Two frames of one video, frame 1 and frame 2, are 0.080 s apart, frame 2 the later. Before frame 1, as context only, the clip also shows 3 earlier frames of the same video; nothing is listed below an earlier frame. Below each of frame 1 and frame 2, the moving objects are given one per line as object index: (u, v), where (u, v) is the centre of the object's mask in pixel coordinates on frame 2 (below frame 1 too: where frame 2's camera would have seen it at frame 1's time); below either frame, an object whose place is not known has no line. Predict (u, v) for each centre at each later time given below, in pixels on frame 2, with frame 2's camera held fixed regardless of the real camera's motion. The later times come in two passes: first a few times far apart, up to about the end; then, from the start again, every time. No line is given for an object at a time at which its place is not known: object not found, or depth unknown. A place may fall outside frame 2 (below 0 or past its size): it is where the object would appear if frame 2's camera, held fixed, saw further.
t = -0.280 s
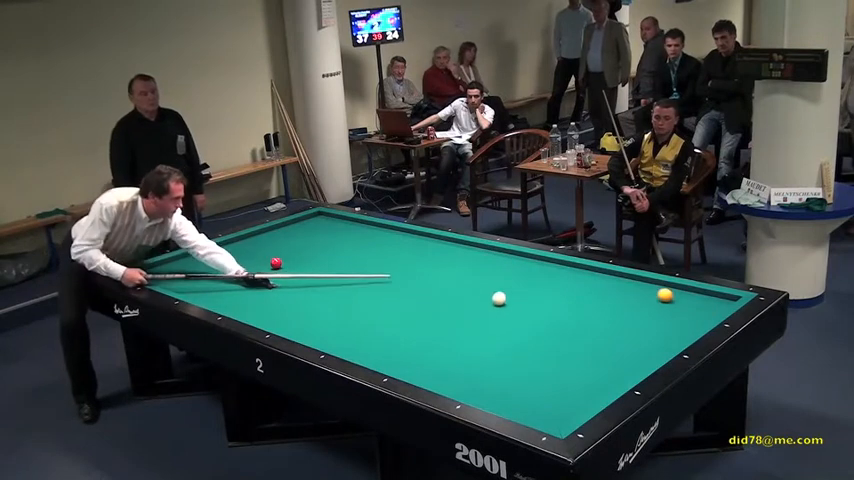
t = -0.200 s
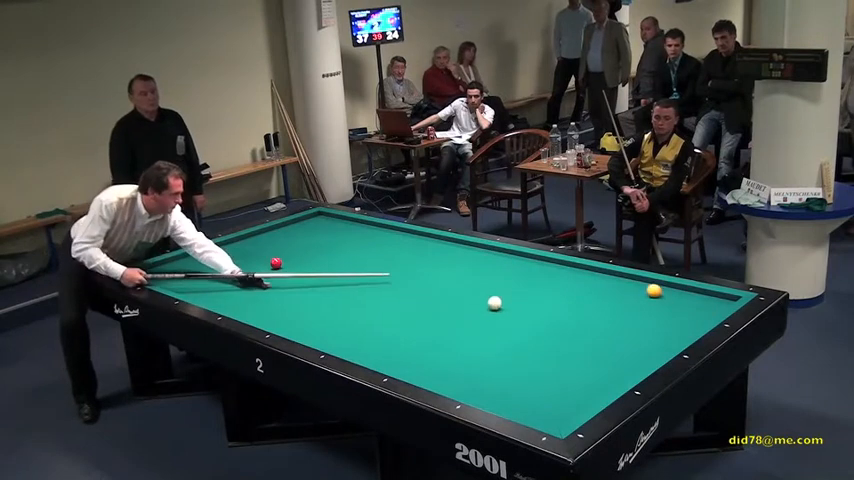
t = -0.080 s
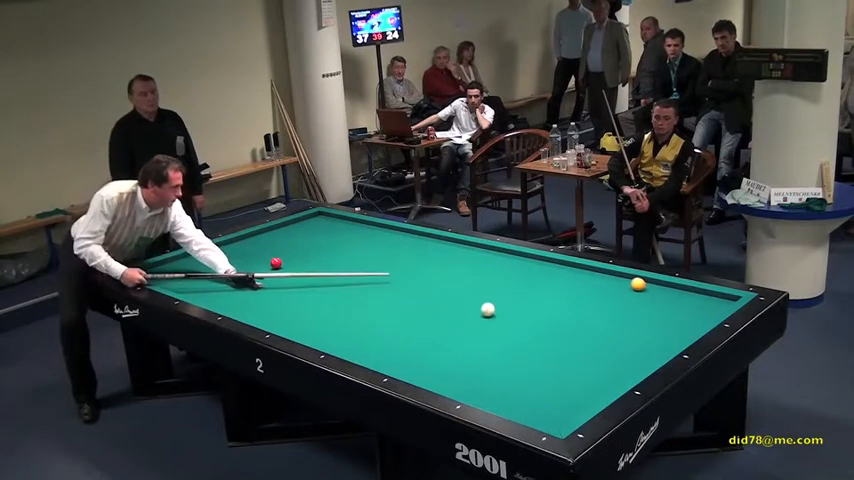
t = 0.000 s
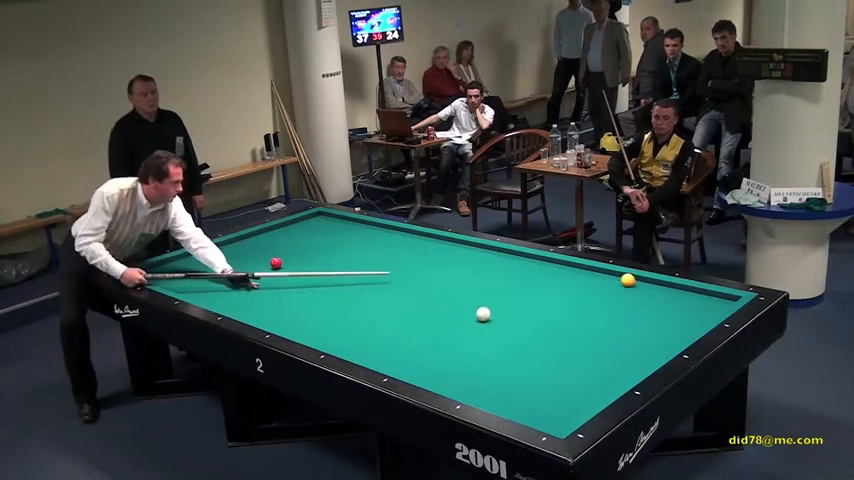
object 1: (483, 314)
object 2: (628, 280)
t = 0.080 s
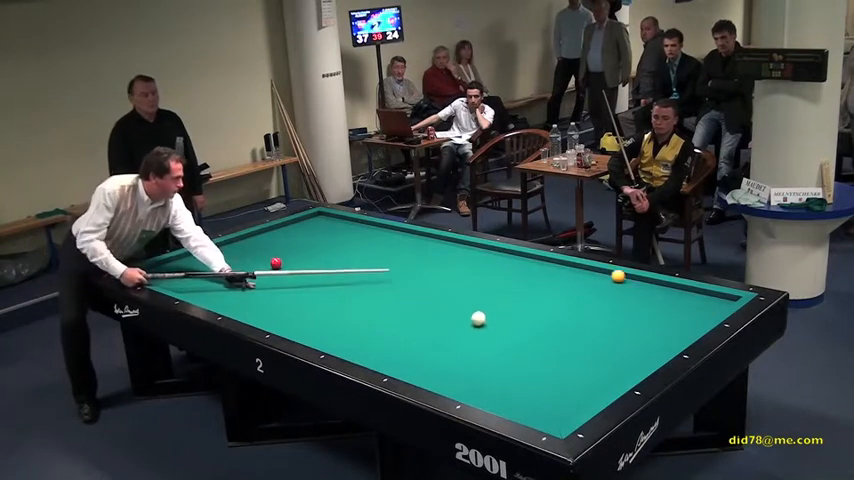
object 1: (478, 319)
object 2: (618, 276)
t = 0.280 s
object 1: (466, 331)
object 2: (591, 270)
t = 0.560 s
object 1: (448, 348)
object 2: (552, 265)
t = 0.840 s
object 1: (428, 367)
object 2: (516, 261)
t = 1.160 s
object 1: (432, 371)
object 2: (478, 256)
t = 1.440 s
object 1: (453, 364)
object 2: (447, 252)
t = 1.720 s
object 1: (472, 357)
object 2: (417, 249)
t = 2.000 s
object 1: (490, 351)
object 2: (390, 246)
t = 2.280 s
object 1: (507, 345)
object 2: (364, 242)
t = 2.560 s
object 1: (523, 339)
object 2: (340, 239)
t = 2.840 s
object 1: (538, 334)
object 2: (317, 237)
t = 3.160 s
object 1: (554, 328)
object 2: (292, 234)
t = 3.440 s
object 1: (567, 323)
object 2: (271, 231)
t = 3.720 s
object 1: (578, 319)
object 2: (265, 232)
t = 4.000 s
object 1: (589, 315)
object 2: (269, 235)
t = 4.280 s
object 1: (599, 311)
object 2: (274, 239)
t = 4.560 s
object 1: (609, 308)
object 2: (278, 242)
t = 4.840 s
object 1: (617, 304)
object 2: (282, 246)
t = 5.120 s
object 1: (625, 301)
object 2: (287, 249)
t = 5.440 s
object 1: (633, 298)
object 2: (291, 253)
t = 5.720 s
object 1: (640, 296)
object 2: (295, 256)
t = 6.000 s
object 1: (645, 294)
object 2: (299, 259)
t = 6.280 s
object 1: (650, 292)
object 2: (303, 262)
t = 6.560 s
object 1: (655, 290)
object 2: (306, 265)
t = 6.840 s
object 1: (658, 288)
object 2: (310, 267)
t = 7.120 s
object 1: (661, 287)
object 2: (313, 270)
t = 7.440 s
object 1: (665, 285)
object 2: (317, 273)
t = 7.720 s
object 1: (666, 285)
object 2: (320, 275)
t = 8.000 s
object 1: (666, 285)
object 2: (324, 277)
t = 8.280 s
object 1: (666, 285)
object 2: (327, 279)
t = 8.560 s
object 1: (666, 285)
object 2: (329, 281)
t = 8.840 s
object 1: (665, 285)
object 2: (332, 282)
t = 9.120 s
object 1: (666, 285)
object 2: (335, 284)
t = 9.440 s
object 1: (666, 285)
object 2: (337, 285)
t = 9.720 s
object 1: (666, 285)
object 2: (339, 286)
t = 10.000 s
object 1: (666, 285)
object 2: (341, 287)
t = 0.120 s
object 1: (476, 321)
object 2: (613, 274)
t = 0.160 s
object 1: (473, 324)
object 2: (608, 272)
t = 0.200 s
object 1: (471, 326)
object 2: (602, 271)
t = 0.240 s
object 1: (468, 328)
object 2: (597, 271)
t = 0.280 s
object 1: (466, 331)
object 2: (591, 270)
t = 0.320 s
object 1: (463, 333)
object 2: (586, 269)
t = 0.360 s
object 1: (461, 336)
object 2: (580, 269)
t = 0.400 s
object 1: (458, 338)
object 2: (574, 268)
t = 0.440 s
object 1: (455, 341)
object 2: (569, 267)
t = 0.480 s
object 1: (453, 343)
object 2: (563, 267)
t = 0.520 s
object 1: (450, 346)
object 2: (558, 266)
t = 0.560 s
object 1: (448, 348)
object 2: (552, 265)
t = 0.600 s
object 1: (445, 351)
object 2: (547, 265)
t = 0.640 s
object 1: (442, 353)
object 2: (542, 264)
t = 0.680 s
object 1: (439, 356)
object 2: (537, 263)
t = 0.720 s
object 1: (436, 359)
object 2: (532, 263)
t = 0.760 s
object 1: (434, 361)
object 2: (527, 262)
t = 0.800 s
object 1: (431, 364)
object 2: (522, 261)
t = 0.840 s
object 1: (428, 367)
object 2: (516, 261)
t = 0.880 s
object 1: (425, 370)
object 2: (511, 260)
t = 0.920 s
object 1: (423, 372)
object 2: (506, 260)
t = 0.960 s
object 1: (420, 373)
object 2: (502, 259)
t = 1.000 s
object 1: (420, 374)
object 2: (497, 258)
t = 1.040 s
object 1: (424, 373)
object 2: (492, 258)
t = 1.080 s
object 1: (427, 373)
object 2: (487, 257)
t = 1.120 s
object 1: (429, 372)
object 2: (483, 257)
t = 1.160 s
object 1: (432, 371)
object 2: (478, 256)
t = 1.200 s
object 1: (435, 371)
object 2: (474, 256)
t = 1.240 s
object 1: (438, 370)
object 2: (469, 255)
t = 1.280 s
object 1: (441, 368)
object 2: (465, 255)
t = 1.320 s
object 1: (444, 368)
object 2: (460, 254)
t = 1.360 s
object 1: (447, 366)
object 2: (456, 254)
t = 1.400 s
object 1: (450, 365)
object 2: (451, 253)
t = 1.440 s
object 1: (453, 364)
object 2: (447, 252)
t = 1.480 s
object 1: (456, 363)
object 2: (442, 252)
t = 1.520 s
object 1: (459, 362)
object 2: (438, 251)
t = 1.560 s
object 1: (462, 361)
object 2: (434, 251)
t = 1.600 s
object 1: (464, 360)
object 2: (430, 250)
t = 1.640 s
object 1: (467, 359)
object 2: (426, 250)
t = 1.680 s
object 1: (469, 358)
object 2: (422, 249)
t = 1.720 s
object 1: (472, 357)
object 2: (417, 249)
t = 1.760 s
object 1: (475, 356)
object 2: (414, 248)
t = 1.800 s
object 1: (478, 355)
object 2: (410, 248)
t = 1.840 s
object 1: (480, 354)
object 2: (406, 247)
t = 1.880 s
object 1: (483, 354)
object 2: (402, 247)
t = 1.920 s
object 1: (485, 353)
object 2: (398, 247)
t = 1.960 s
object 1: (488, 352)
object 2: (394, 246)
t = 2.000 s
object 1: (490, 351)
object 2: (390, 246)
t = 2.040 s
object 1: (493, 350)
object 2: (386, 245)
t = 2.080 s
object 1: (495, 349)
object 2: (382, 245)
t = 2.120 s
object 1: (497, 348)
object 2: (379, 244)
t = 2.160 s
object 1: (500, 347)
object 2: (375, 243)
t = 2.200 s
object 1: (503, 347)
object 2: (372, 243)
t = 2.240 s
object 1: (505, 346)
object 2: (368, 243)
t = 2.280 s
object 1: (507, 345)
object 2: (364, 242)
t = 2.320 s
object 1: (510, 344)
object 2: (360, 242)
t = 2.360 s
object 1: (512, 343)
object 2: (357, 241)
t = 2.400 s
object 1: (514, 343)
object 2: (354, 241)
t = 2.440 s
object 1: (516, 342)
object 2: (350, 241)
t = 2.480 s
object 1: (519, 341)
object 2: (346, 240)
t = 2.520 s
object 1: (521, 340)
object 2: (343, 240)
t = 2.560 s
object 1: (523, 339)
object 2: (340, 239)
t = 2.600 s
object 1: (526, 338)
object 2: (336, 239)
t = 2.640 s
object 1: (528, 338)
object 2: (333, 238)
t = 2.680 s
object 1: (530, 337)
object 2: (330, 238)
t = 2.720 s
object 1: (532, 336)
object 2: (326, 238)
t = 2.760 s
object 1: (534, 335)
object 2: (323, 238)
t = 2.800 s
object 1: (536, 335)
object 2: (320, 237)
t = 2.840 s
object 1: (538, 334)
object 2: (317, 237)
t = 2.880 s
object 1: (540, 333)
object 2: (313, 236)
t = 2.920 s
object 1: (542, 332)
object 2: (310, 236)
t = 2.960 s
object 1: (544, 332)
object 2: (307, 235)
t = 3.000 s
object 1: (546, 331)
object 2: (304, 235)
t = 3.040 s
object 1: (548, 330)
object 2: (301, 235)
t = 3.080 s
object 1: (550, 330)
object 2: (298, 234)
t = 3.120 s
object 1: (552, 329)
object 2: (295, 234)
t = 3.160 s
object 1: (554, 328)
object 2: (292, 234)
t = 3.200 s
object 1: (556, 328)
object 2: (289, 233)
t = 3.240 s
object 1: (557, 327)
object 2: (286, 233)
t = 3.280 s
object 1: (559, 326)
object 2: (283, 233)
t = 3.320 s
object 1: (561, 325)
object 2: (280, 232)
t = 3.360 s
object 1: (563, 325)
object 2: (277, 232)
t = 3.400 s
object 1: (565, 324)
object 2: (274, 231)
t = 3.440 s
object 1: (567, 323)
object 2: (271, 231)
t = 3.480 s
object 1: (568, 323)
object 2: (268, 231)
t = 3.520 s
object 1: (570, 322)
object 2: (266, 230)
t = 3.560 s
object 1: (572, 321)
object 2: (263, 230)
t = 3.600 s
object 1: (573, 321)
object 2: (263, 230)
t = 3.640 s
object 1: (575, 320)
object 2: (264, 231)
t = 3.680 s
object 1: (577, 320)
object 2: (264, 231)
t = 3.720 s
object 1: (578, 319)
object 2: (265, 232)
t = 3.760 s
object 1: (580, 318)
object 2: (266, 232)
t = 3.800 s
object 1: (582, 318)
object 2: (266, 233)
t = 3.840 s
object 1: (583, 317)
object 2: (267, 233)
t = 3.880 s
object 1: (585, 317)
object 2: (267, 234)
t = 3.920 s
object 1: (586, 316)
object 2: (268, 234)
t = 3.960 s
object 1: (587, 315)
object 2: (269, 235)
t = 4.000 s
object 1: (589, 315)
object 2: (269, 235)
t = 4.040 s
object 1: (591, 314)
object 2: (270, 236)
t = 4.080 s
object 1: (592, 314)
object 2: (271, 236)
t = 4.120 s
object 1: (594, 313)
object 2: (271, 237)
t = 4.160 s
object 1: (595, 313)
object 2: (272, 237)
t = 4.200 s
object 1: (597, 312)
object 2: (272, 238)
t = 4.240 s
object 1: (598, 312)
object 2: (273, 238)
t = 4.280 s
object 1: (599, 311)
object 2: (274, 239)
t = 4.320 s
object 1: (601, 311)
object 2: (274, 239)
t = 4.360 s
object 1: (602, 310)
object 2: (275, 240)
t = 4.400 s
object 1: (604, 310)
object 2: (276, 240)
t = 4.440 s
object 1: (605, 309)
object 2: (276, 241)
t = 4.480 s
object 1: (606, 309)
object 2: (277, 241)
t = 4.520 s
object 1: (608, 308)
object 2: (277, 242)
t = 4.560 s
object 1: (609, 308)
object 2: (278, 242)
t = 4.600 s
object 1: (610, 307)
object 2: (279, 243)
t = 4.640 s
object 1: (611, 307)
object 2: (279, 243)
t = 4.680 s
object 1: (613, 306)
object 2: (280, 244)
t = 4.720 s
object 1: (614, 306)
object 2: (280, 244)
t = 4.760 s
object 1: (615, 305)
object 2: (281, 245)
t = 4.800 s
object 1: (616, 305)
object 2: (281, 245)
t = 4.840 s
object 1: (617, 304)
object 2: (282, 246)
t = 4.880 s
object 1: (618, 304)
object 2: (283, 246)
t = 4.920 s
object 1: (620, 304)
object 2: (283, 247)
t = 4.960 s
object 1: (621, 303)
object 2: (284, 247)
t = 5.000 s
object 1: (622, 303)
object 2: (285, 248)
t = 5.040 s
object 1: (623, 302)
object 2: (285, 248)
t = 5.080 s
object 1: (624, 302)
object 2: (286, 248)
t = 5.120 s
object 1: (625, 301)
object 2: (287, 249)
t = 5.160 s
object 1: (626, 301)
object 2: (287, 249)
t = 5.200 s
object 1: (627, 301)
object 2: (288, 250)
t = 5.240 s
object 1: (628, 300)
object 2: (288, 250)
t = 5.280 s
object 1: (629, 300)
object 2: (289, 251)
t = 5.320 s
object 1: (630, 300)
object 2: (289, 251)
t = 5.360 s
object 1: (631, 299)
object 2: (290, 252)
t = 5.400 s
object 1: (632, 299)
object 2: (291, 252)
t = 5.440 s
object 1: (633, 298)
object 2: (291, 253)
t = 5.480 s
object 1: (634, 298)
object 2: (292, 253)
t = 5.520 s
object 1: (635, 298)
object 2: (292, 254)
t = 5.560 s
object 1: (636, 297)
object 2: (293, 254)
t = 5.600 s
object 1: (637, 297)
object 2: (293, 254)
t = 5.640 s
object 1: (638, 297)
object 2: (294, 255)
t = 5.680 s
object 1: (639, 296)
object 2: (294, 255)
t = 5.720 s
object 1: (640, 296)
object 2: (295, 256)
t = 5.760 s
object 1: (641, 296)
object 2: (296, 256)
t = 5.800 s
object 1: (642, 295)
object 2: (296, 257)
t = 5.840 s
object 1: (642, 295)
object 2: (297, 257)
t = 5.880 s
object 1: (643, 295)
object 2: (297, 258)
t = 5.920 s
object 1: (644, 294)
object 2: (298, 258)
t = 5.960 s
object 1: (645, 294)
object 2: (298, 258)
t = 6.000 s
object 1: (645, 294)
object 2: (299, 259)
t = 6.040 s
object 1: (646, 293)
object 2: (299, 259)
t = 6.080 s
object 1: (647, 293)
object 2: (300, 260)
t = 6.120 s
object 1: (648, 293)
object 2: (301, 260)
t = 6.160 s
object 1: (648, 292)
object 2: (301, 261)
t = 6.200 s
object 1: (649, 292)
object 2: (301, 261)
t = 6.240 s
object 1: (650, 292)
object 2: (302, 261)
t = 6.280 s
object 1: (650, 292)
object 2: (303, 262)
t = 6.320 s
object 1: (651, 291)
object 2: (303, 262)
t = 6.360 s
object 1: (652, 291)
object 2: (304, 263)
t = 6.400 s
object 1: (652, 291)
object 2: (304, 263)
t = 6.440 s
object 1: (653, 291)
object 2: (305, 263)
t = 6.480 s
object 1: (654, 290)
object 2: (305, 264)
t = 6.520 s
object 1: (654, 290)
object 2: (306, 264)
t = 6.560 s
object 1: (655, 290)
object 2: (306, 265)
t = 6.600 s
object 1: (655, 290)
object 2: (307, 265)
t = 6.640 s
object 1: (656, 289)
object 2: (307, 266)
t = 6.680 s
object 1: (656, 289)
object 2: (308, 266)
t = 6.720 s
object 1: (657, 289)
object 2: (308, 266)
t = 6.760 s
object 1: (657, 289)
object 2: (309, 267)
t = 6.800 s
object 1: (658, 288)
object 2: (309, 267)
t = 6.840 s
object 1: (658, 288)
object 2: (310, 267)
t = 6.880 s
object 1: (659, 288)
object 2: (310, 268)
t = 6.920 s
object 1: (660, 288)
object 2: (311, 268)
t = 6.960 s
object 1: (660, 287)
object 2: (311, 268)
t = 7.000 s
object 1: (660, 287)
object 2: (312, 269)
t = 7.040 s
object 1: (661, 287)
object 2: (312, 269)
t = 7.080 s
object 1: (661, 287)
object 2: (313, 270)
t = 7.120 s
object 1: (661, 287)
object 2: (313, 270)
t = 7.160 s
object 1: (662, 287)
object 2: (314, 270)
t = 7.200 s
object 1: (662, 286)
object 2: (314, 271)
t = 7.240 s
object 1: (663, 286)
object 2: (314, 271)
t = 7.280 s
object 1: (663, 286)
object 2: (315, 271)
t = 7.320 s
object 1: (663, 286)
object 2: (316, 272)
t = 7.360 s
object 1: (664, 286)
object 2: (316, 272)
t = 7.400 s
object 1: (664, 286)
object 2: (317, 273)
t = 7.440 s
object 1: (665, 285)
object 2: (317, 273)
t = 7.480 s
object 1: (665, 285)
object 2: (317, 273)
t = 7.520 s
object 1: (665, 285)
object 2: (318, 273)
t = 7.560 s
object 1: (665, 285)
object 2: (318, 274)
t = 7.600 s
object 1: (666, 285)
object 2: (319, 274)
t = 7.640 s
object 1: (666, 285)
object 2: (320, 274)
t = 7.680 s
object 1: (666, 285)
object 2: (320, 275)
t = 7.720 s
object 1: (666, 285)
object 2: (320, 275)
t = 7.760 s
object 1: (667, 285)
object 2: (321, 276)
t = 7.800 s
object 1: (667, 285)
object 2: (321, 276)
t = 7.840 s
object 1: (667, 285)
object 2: (322, 276)
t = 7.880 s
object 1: (667, 285)
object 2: (322, 276)
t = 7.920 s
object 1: (667, 284)
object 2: (323, 277)
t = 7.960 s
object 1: (667, 285)
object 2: (323, 277)
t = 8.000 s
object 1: (666, 285)
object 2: (324, 277)
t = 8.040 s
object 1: (667, 284)
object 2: (324, 278)
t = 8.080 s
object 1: (666, 285)
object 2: (324, 278)
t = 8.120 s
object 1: (666, 285)
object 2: (325, 278)
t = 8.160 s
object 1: (666, 285)
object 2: (326, 278)
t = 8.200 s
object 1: (666, 285)
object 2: (326, 279)
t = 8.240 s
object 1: (666, 285)
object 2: (326, 279)
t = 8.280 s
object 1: (666, 285)
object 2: (327, 279)
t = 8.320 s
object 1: (666, 285)
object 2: (327, 279)
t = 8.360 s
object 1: (666, 285)
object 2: (327, 280)
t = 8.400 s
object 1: (666, 285)
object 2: (328, 280)
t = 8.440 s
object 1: (666, 285)
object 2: (328, 280)
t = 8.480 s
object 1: (666, 285)
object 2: (329, 280)
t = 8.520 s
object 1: (666, 285)
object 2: (329, 280)
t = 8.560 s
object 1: (666, 285)
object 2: (329, 281)
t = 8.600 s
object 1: (666, 285)
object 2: (330, 281)
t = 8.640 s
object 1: (666, 285)
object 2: (330, 281)
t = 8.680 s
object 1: (666, 285)
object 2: (331, 281)
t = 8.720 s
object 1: (665, 285)
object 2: (331, 282)
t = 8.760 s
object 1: (665, 285)
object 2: (331, 282)
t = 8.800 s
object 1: (665, 285)
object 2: (331, 282)
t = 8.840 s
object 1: (665, 285)
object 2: (332, 282)
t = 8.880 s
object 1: (665, 285)
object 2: (332, 283)
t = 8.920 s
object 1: (665, 285)
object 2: (333, 283)
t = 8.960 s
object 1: (665, 285)
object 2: (333, 283)
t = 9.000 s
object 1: (666, 285)
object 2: (333, 283)
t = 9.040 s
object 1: (666, 285)
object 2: (334, 283)
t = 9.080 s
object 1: (666, 285)
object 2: (334, 284)
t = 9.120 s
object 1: (666, 285)
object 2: (335, 284)
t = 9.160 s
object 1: (666, 285)
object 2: (335, 284)
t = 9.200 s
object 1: (666, 285)
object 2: (335, 284)
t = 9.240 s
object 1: (666, 285)
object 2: (335, 284)
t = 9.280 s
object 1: (666, 285)
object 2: (336, 284)
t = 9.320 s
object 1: (666, 285)
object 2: (336, 284)
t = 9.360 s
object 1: (666, 285)
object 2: (336, 285)
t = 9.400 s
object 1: (666, 285)
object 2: (337, 285)
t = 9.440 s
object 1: (666, 285)
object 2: (337, 285)
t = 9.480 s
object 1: (666, 285)
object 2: (337, 285)
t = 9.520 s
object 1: (666, 285)
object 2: (337, 285)
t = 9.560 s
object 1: (666, 285)
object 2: (338, 285)
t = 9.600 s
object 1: (666, 285)
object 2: (338, 286)
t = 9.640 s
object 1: (666, 285)
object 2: (338, 286)
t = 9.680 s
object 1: (666, 285)
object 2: (338, 286)
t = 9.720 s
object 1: (666, 285)
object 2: (339, 286)
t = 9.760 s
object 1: (666, 285)
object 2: (339, 286)
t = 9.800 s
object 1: (666, 285)
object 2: (339, 286)
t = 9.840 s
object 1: (666, 285)
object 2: (340, 286)
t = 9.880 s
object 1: (666, 285)
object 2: (340, 286)
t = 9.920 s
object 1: (666, 285)
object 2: (340, 287)
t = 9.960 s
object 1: (666, 285)
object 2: (340, 287)
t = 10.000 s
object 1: (666, 285)
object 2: (341, 287)
